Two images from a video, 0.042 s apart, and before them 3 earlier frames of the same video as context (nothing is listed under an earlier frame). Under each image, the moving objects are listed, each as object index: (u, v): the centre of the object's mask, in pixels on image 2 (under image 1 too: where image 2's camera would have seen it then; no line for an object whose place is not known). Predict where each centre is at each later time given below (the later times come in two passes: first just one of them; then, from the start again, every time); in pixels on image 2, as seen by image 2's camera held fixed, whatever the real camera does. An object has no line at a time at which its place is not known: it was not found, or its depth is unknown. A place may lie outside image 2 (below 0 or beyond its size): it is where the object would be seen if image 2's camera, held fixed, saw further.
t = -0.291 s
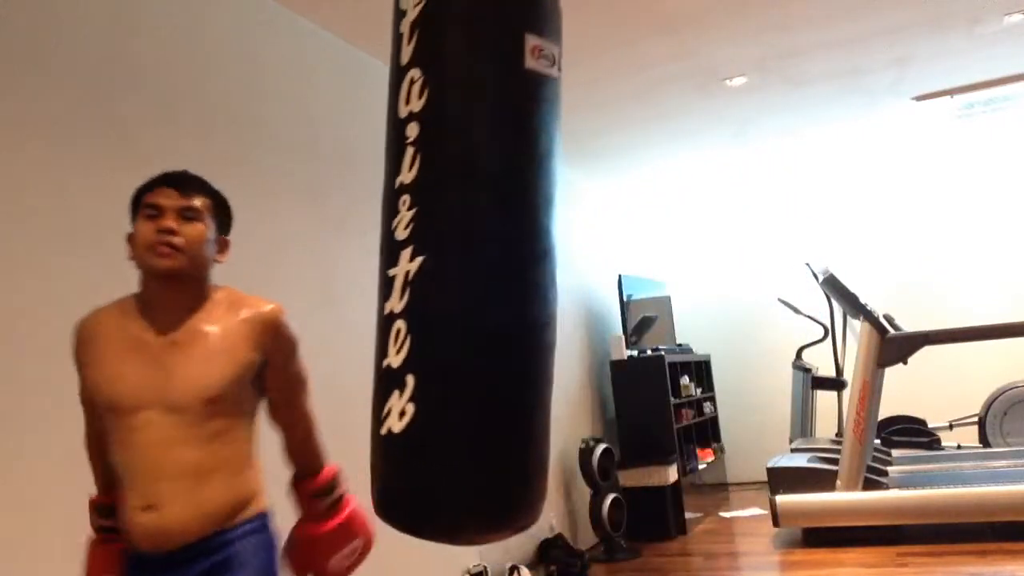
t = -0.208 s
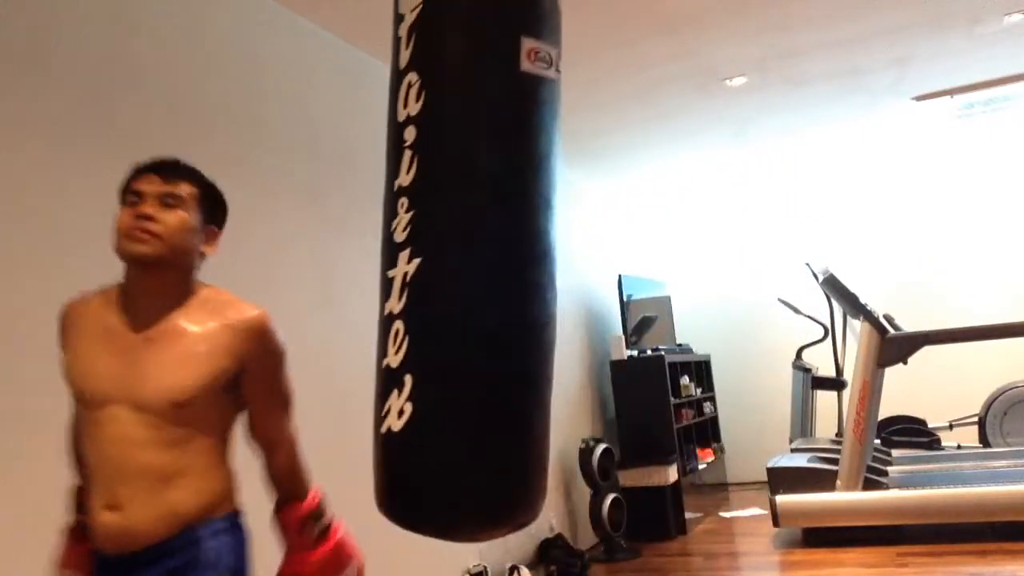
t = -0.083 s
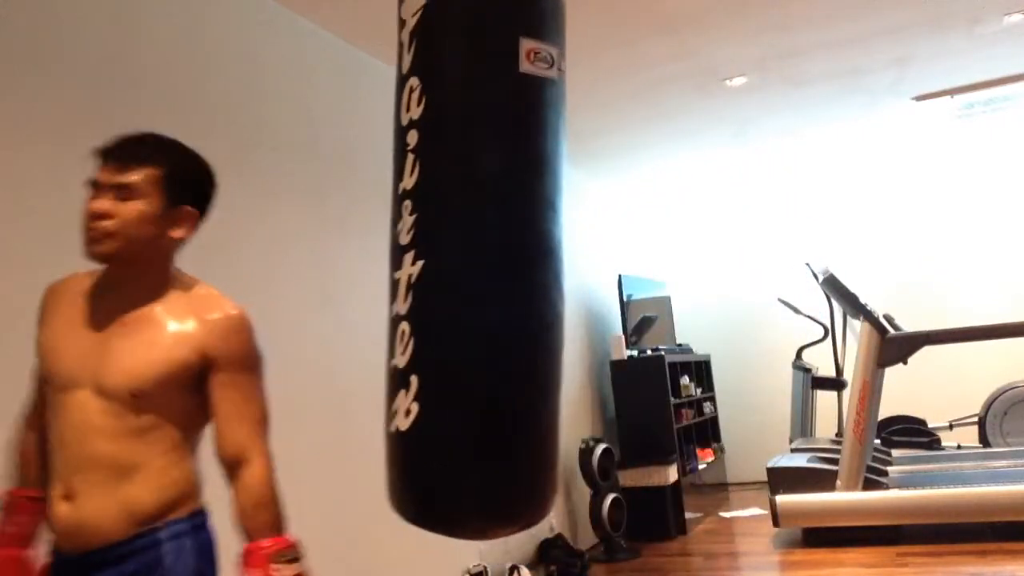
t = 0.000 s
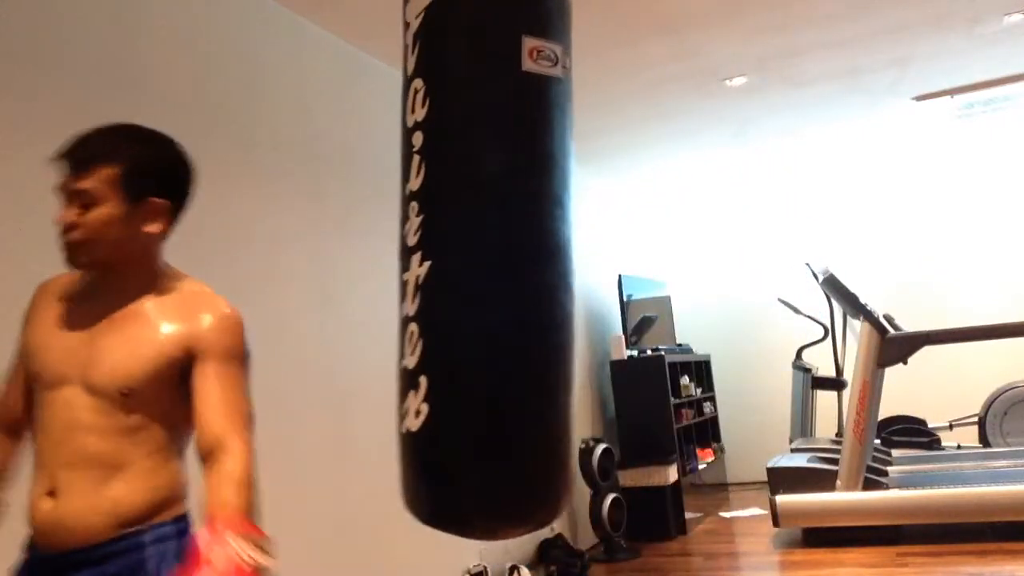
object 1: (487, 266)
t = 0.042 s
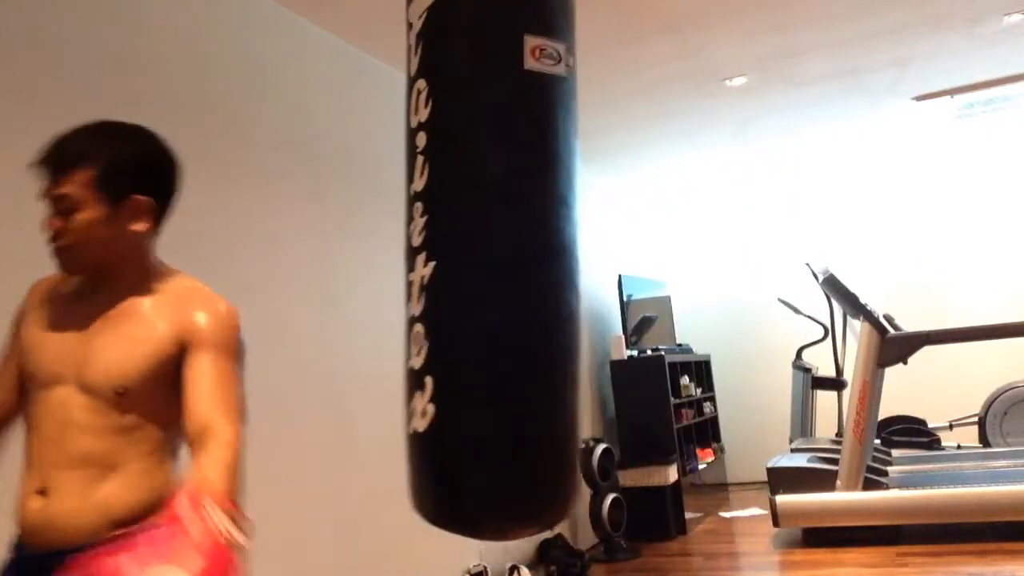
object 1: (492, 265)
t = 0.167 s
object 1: (509, 267)
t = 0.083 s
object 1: (497, 265)
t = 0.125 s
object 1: (505, 266)
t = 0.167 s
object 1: (509, 267)
